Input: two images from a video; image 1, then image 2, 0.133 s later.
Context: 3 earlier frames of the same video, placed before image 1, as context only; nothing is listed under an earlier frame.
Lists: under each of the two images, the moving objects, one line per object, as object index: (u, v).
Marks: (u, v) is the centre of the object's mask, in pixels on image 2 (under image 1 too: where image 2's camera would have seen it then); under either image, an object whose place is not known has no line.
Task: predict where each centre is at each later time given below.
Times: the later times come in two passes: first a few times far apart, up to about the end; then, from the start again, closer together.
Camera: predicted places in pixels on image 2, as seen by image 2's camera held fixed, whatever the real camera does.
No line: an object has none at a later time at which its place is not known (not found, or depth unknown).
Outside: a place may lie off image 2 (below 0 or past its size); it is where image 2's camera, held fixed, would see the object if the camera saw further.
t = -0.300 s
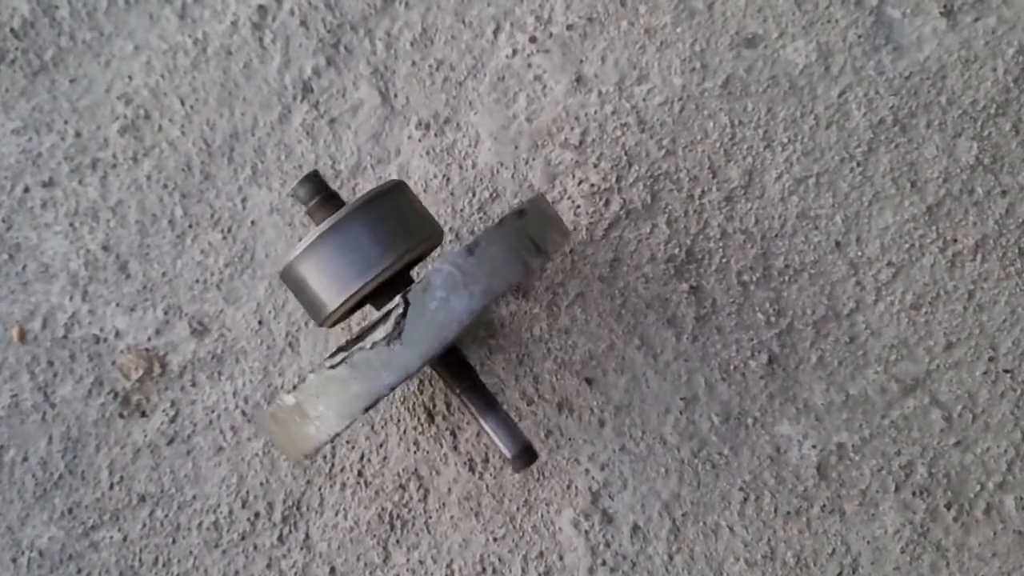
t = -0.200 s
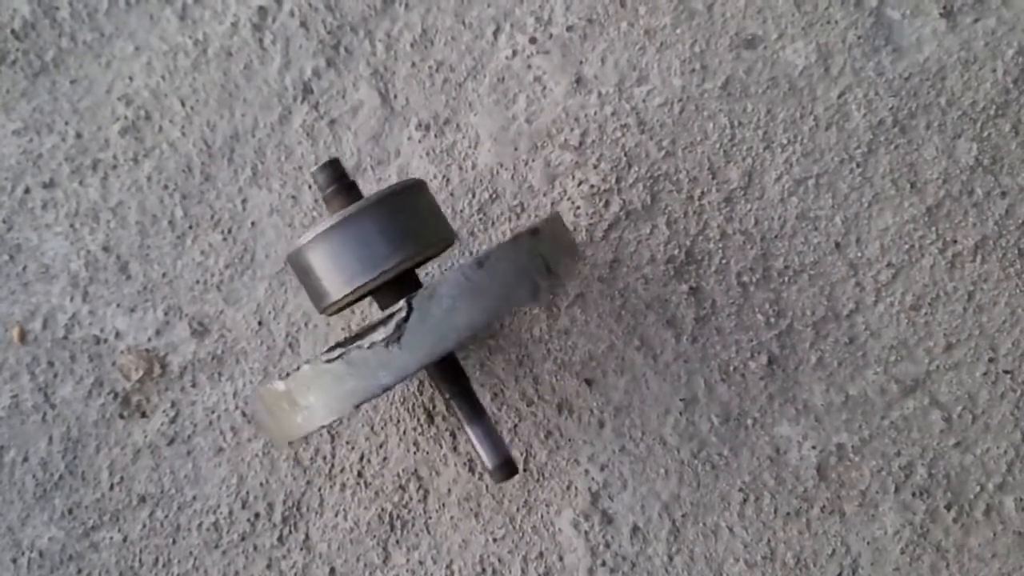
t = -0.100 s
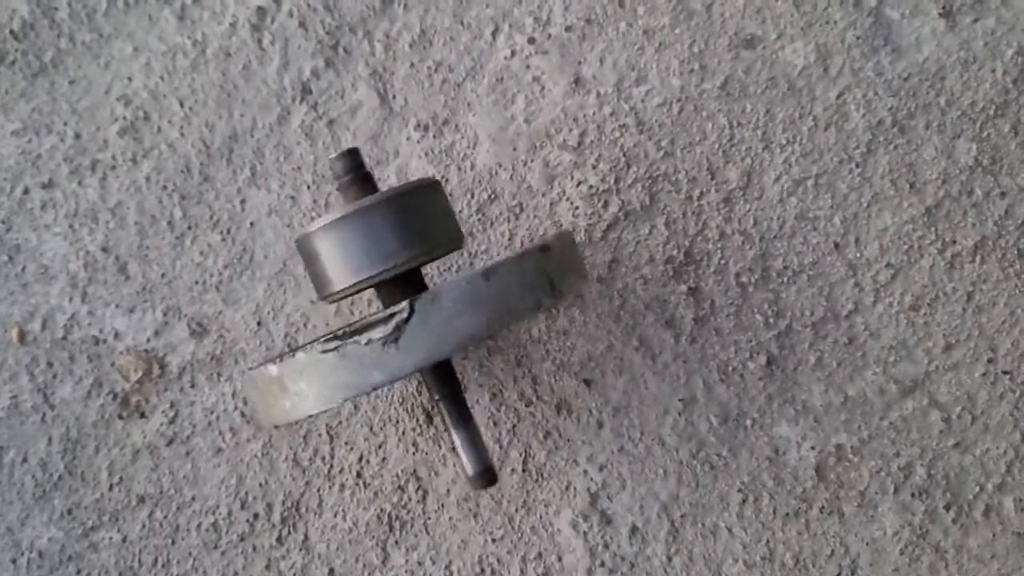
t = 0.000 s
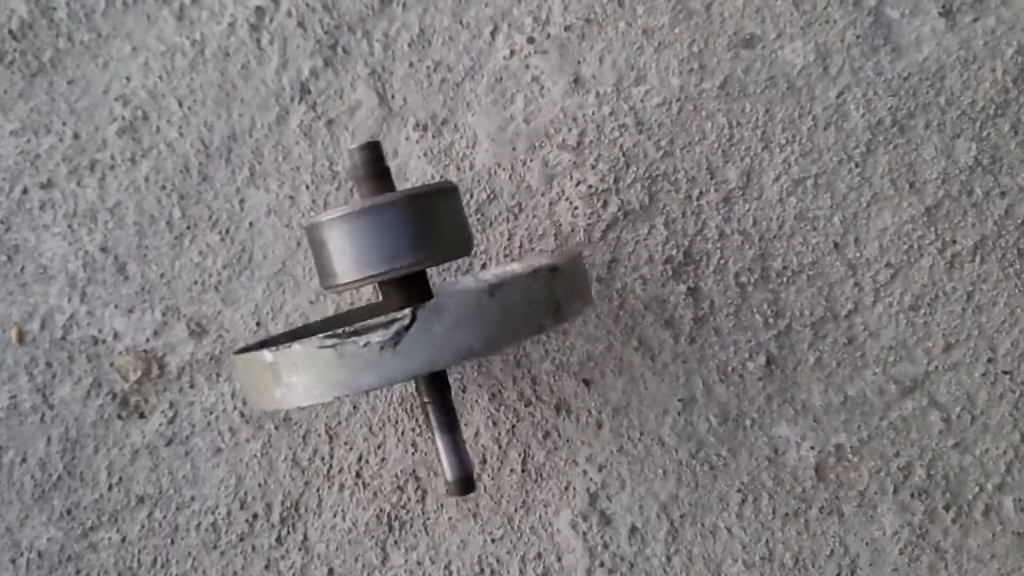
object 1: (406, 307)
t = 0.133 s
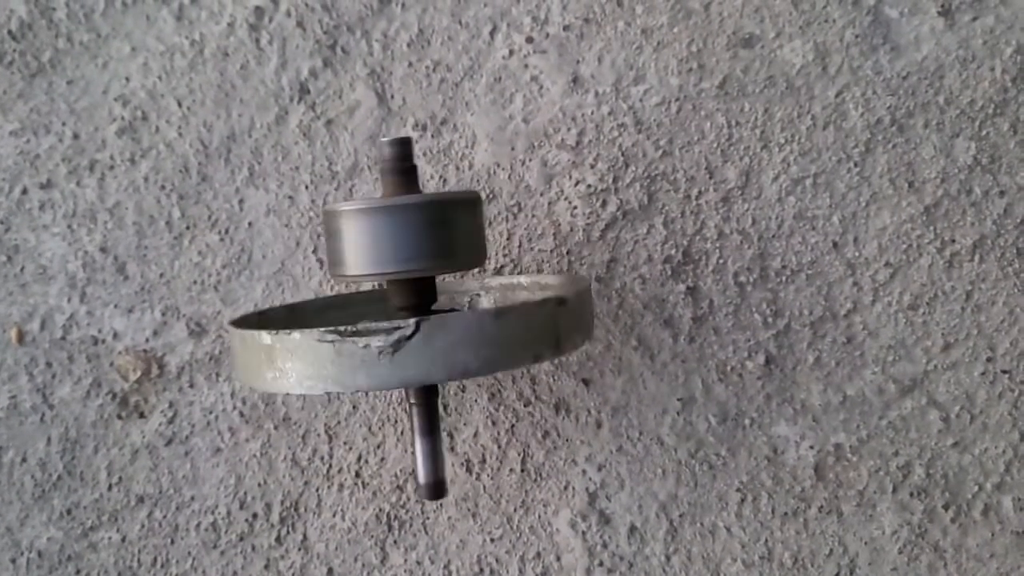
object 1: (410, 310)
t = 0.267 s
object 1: (414, 311)
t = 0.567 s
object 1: (427, 310)
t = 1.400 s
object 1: (449, 312)
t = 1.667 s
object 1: (452, 319)
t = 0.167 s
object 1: (411, 309)
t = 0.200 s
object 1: (412, 310)
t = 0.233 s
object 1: (413, 310)
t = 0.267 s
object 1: (414, 311)
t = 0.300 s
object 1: (416, 310)
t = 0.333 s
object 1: (417, 310)
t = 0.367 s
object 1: (419, 310)
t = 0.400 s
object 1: (420, 309)
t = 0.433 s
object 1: (422, 308)
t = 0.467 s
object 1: (423, 309)
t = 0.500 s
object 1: (425, 310)
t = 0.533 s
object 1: (426, 310)
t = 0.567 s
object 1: (427, 310)
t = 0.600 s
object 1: (428, 309)
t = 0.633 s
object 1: (430, 309)
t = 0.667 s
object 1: (434, 309)
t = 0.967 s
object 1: (436, 310)
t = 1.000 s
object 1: (435, 314)
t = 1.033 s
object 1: (435, 314)
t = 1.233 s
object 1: (448, 304)
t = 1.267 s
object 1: (450, 304)
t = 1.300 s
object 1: (450, 303)
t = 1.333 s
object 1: (448, 304)
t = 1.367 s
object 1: (447, 308)
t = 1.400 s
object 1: (449, 312)
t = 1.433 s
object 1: (447, 312)
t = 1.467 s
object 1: (445, 312)
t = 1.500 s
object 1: (445, 315)
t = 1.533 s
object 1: (446, 315)
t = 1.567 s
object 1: (445, 313)
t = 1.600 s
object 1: (447, 317)
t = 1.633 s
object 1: (450, 317)
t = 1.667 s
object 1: (452, 319)
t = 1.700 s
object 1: (457, 322)
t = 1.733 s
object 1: (462, 325)
